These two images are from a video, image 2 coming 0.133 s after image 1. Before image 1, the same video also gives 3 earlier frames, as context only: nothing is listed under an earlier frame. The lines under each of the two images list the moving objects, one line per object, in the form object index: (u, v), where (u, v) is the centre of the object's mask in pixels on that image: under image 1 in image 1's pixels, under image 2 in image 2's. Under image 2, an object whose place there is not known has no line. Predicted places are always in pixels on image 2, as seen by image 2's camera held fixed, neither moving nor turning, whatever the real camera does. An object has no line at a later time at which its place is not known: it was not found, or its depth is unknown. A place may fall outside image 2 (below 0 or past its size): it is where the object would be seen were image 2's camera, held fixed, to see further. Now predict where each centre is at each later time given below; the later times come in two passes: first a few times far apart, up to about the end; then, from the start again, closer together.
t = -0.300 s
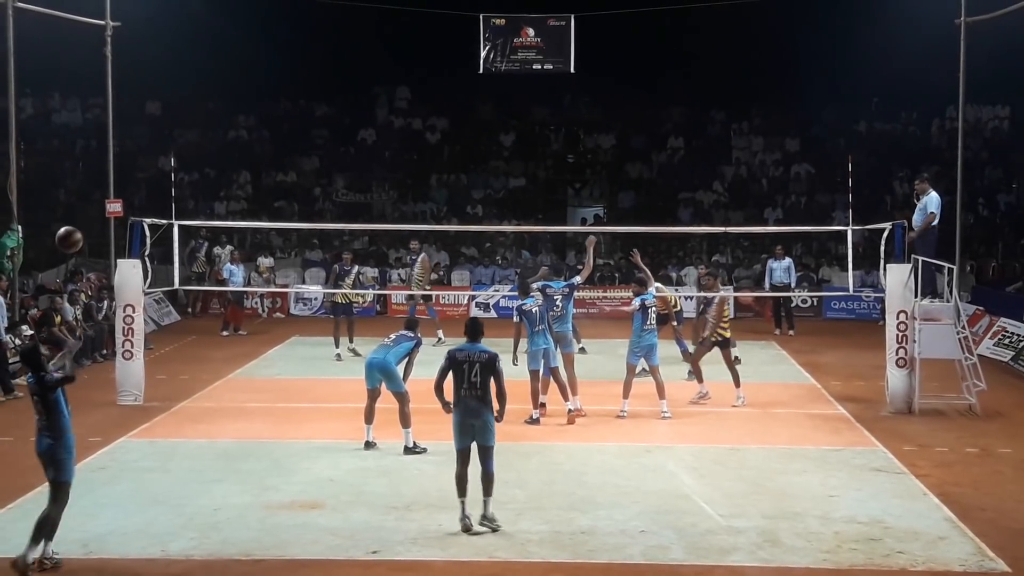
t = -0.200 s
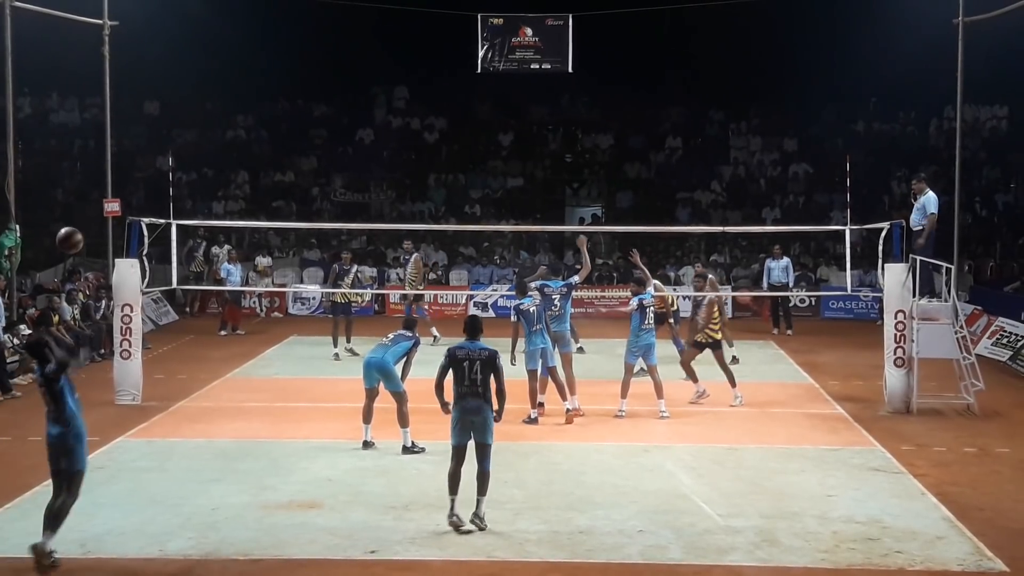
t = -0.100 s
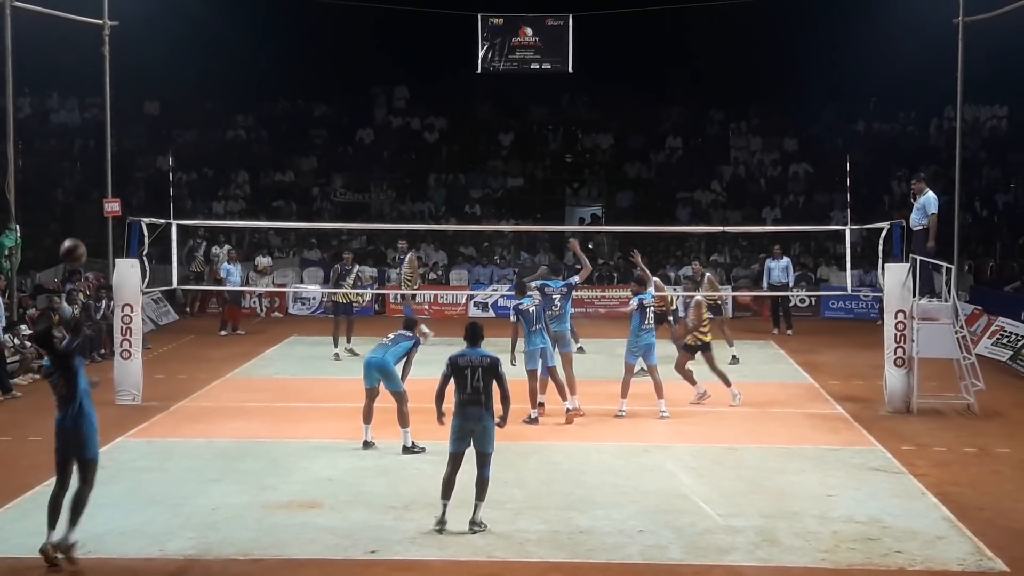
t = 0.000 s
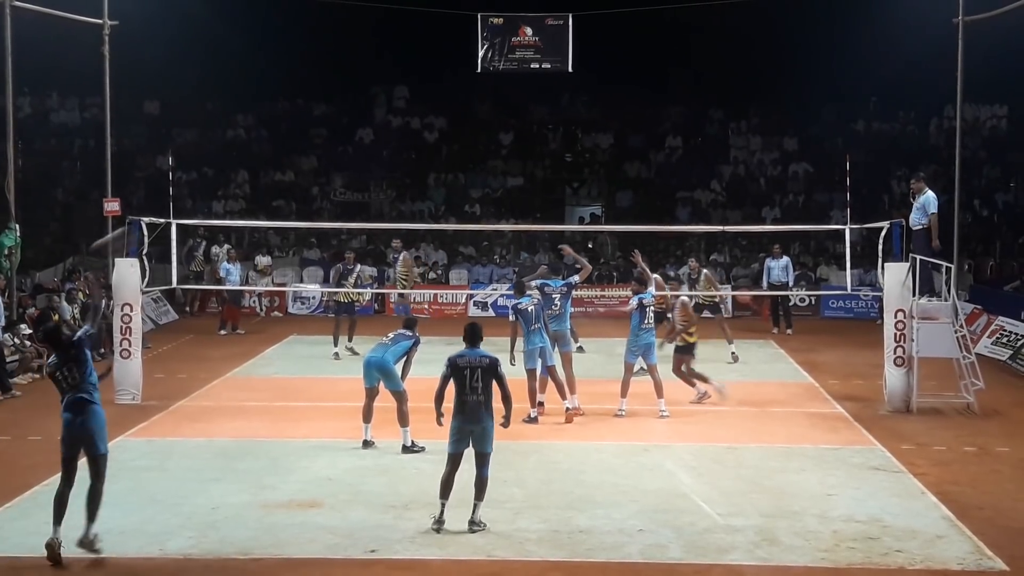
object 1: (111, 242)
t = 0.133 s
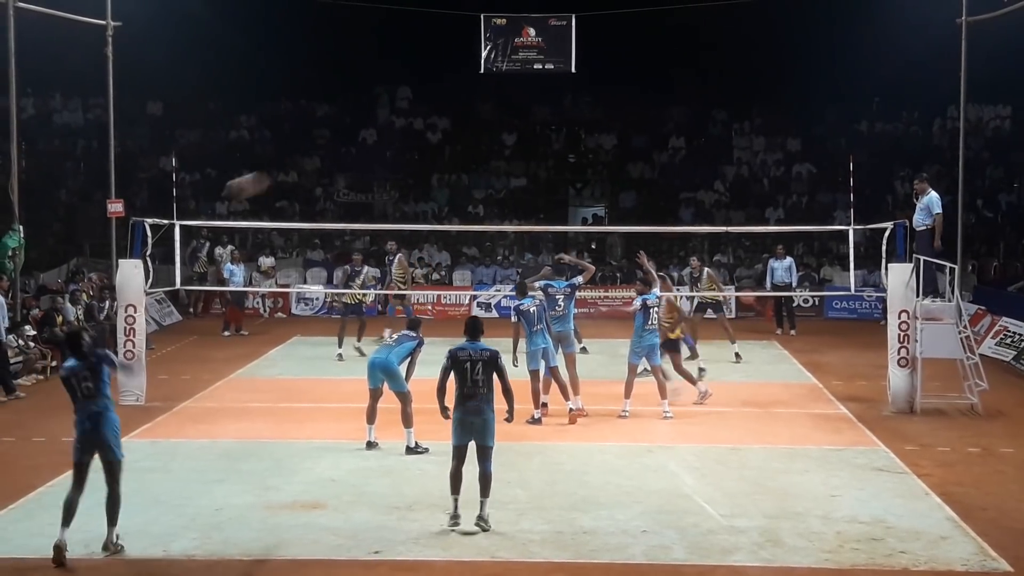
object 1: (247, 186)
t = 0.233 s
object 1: (325, 160)
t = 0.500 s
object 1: (479, 145)
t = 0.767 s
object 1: (582, 181)
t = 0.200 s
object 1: (300, 168)
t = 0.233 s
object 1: (325, 160)
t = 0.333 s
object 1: (391, 145)
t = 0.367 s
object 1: (411, 143)
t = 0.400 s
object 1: (429, 142)
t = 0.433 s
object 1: (446, 142)
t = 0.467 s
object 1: (463, 143)
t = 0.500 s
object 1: (479, 145)
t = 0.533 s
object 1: (494, 147)
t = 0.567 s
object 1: (508, 150)
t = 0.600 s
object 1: (522, 154)
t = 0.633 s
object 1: (536, 158)
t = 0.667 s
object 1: (548, 163)
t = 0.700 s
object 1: (560, 169)
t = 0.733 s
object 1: (571, 175)
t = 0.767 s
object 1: (582, 181)
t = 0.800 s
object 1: (592, 187)
